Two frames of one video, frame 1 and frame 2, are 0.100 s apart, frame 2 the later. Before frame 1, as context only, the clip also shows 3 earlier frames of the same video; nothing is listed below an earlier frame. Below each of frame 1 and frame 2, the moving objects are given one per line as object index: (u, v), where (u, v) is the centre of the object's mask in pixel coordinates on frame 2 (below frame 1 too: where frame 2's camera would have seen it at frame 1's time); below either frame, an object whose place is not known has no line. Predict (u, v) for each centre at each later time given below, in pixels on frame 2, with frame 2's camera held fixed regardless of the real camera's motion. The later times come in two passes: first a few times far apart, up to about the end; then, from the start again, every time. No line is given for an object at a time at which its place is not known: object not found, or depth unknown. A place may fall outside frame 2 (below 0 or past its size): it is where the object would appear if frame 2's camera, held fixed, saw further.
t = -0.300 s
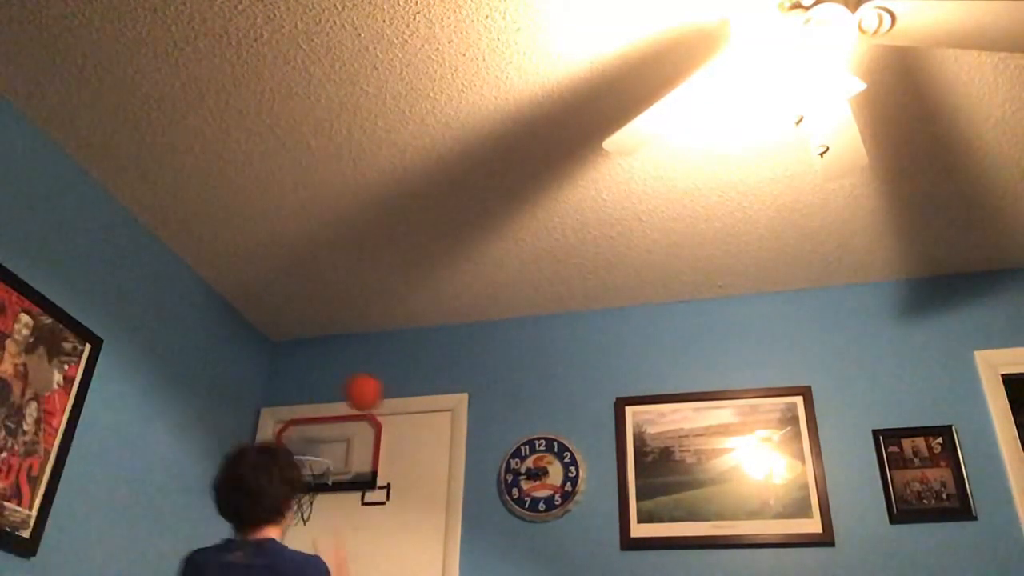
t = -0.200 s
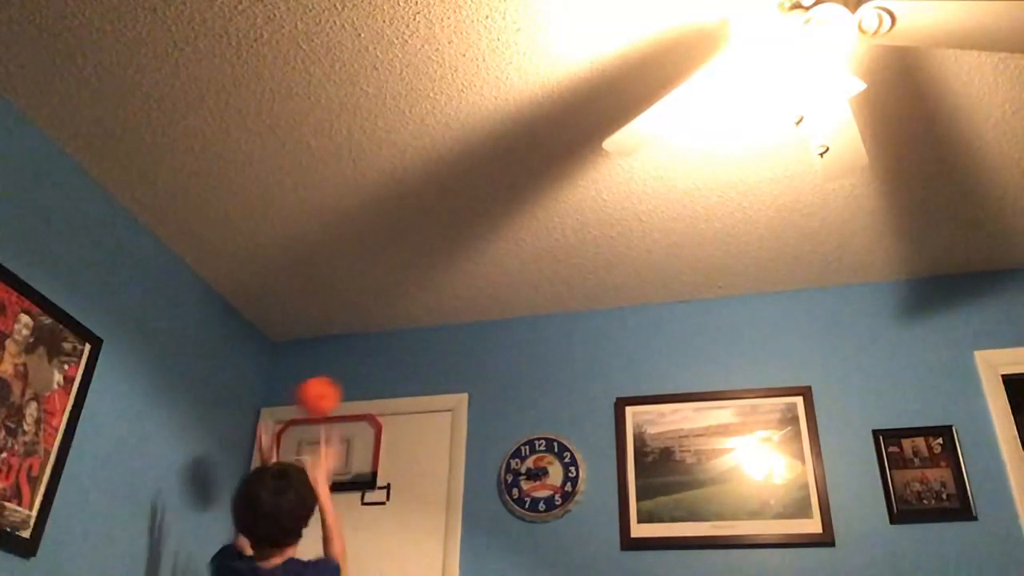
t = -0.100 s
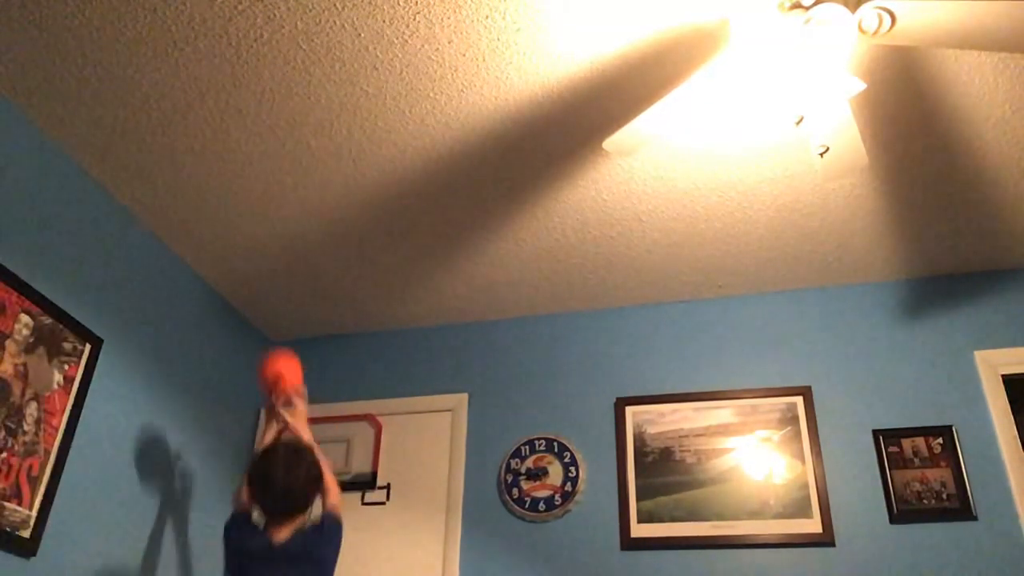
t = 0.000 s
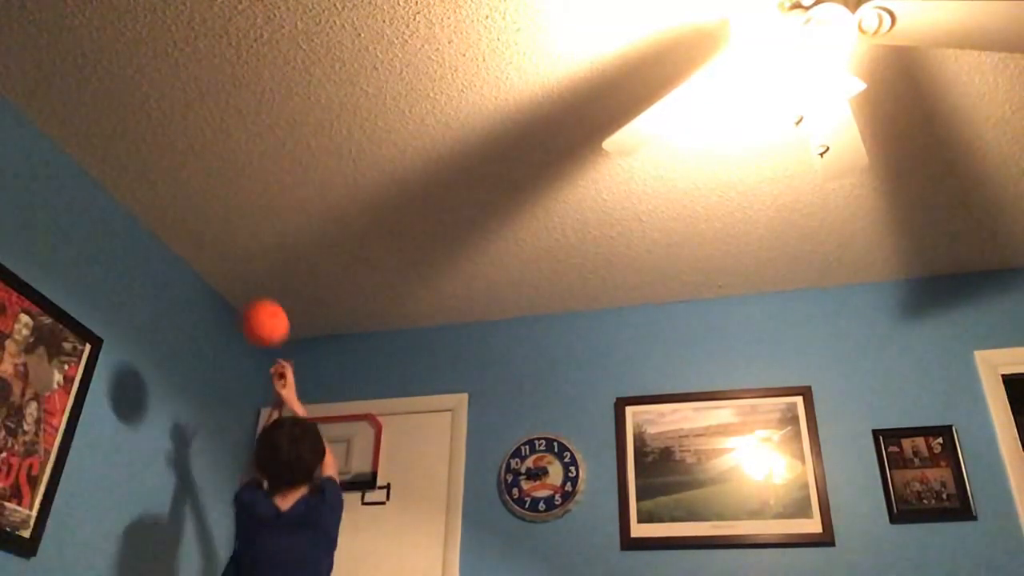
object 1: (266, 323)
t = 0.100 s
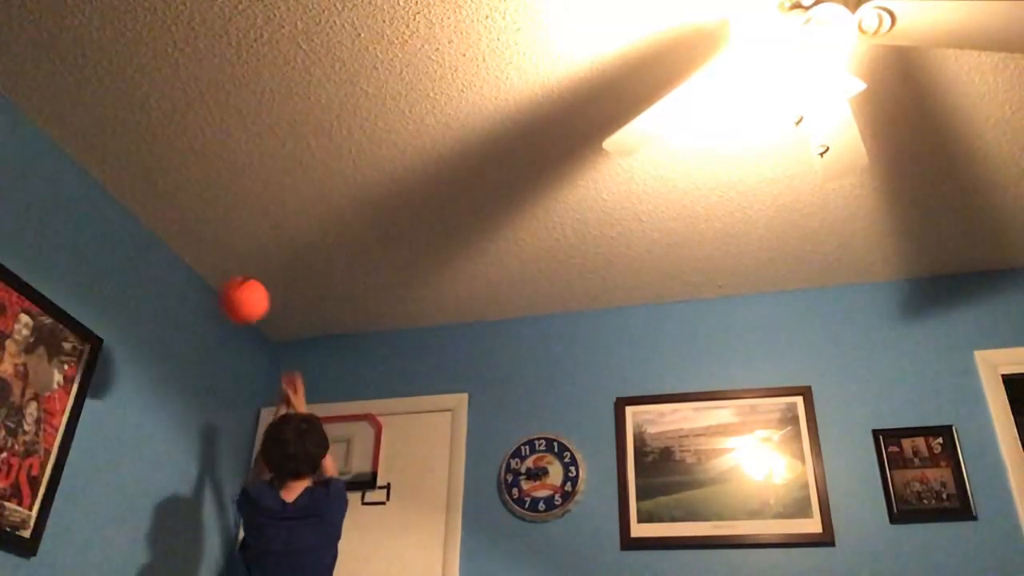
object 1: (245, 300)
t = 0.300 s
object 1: (173, 346)
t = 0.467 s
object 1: (66, 527)
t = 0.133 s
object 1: (236, 298)
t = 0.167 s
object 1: (225, 299)
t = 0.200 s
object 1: (215, 305)
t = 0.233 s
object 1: (202, 314)
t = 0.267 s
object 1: (188, 328)
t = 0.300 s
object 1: (173, 346)
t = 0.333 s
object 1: (155, 369)
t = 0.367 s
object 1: (136, 399)
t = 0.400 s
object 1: (112, 435)
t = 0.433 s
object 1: (89, 476)
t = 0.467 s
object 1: (66, 527)
